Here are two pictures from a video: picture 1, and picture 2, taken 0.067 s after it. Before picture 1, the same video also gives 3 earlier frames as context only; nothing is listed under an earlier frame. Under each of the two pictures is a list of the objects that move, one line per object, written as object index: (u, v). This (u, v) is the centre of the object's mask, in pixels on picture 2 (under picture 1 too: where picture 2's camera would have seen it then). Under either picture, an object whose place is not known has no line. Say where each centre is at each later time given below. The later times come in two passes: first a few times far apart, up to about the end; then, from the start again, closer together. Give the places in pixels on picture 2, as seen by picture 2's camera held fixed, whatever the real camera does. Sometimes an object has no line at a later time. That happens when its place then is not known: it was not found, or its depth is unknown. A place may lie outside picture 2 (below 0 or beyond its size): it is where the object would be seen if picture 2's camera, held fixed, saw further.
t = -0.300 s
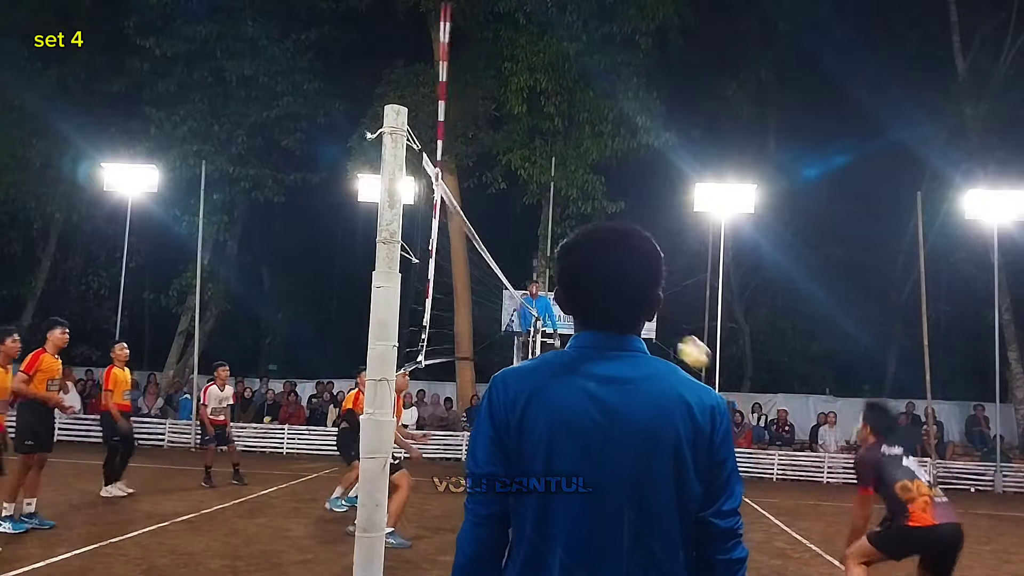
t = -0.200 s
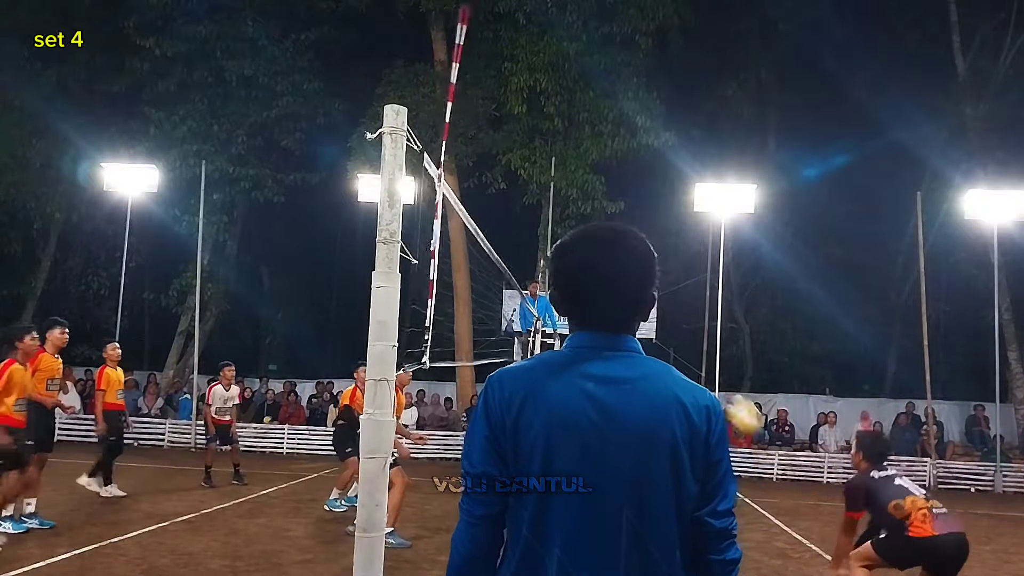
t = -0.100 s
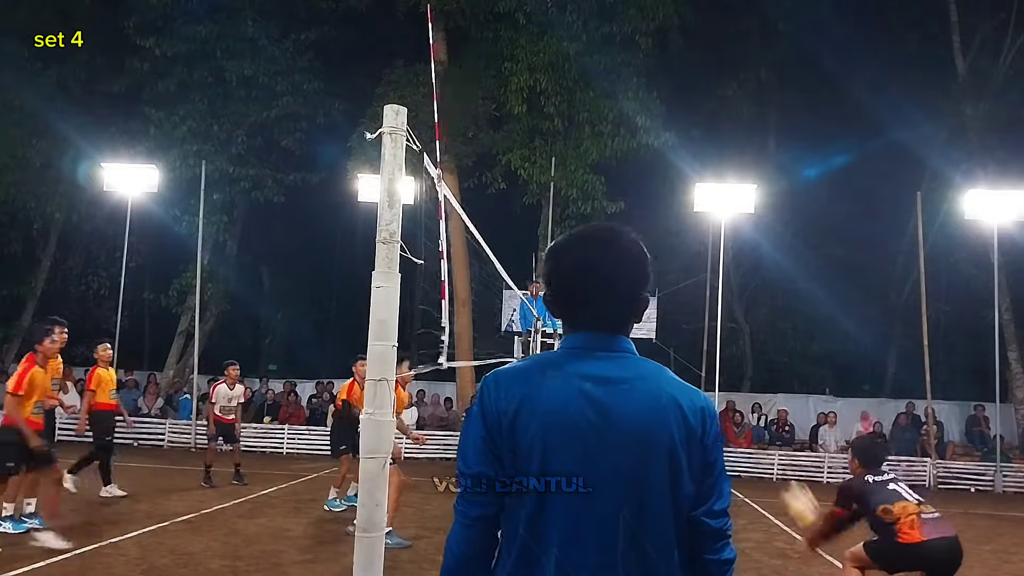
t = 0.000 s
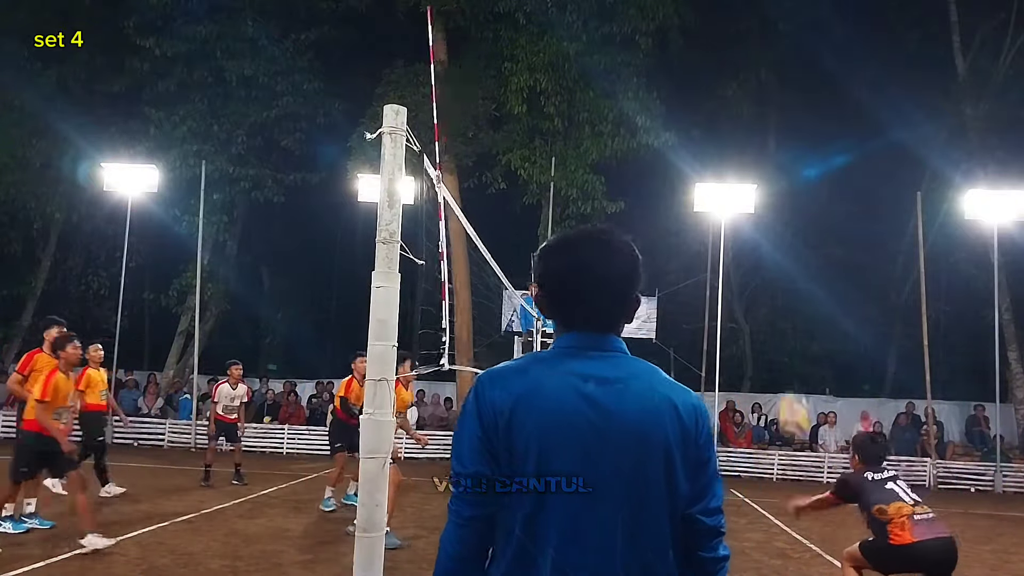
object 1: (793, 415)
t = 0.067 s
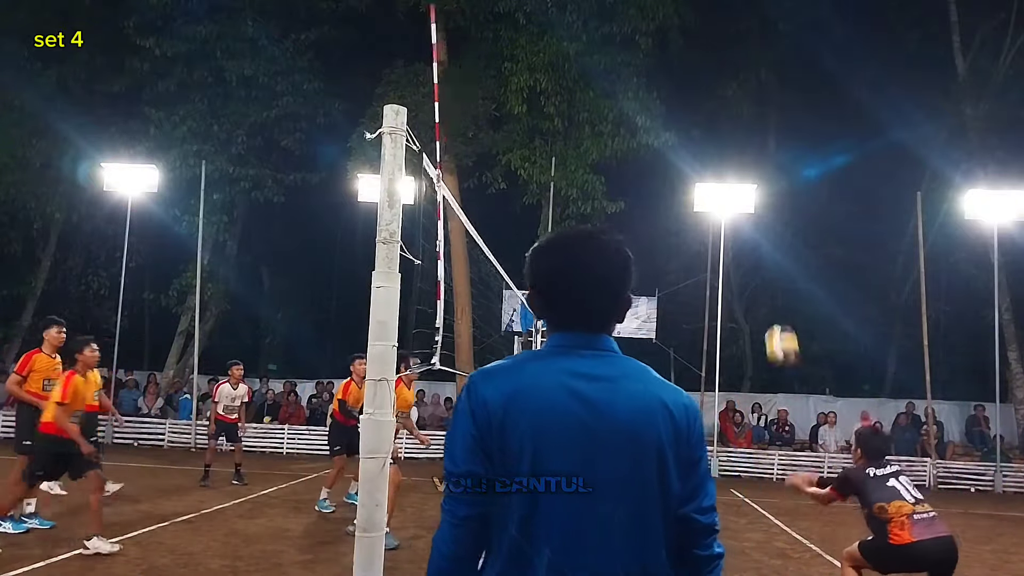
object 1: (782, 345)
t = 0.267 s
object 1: (760, 203)
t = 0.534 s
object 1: (720, 109)
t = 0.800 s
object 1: (689, 105)
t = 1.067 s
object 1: (659, 174)
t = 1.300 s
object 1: (632, 282)
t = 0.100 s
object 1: (777, 315)
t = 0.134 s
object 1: (772, 288)
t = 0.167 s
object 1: (767, 263)
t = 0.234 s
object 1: (762, 220)
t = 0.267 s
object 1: (760, 203)
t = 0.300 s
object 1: (752, 180)
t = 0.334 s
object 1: (745, 168)
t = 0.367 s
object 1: (741, 155)
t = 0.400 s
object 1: (736, 143)
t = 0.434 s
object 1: (733, 132)
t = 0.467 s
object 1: (728, 123)
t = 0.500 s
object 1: (724, 115)
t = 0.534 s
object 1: (720, 109)
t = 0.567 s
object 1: (716, 104)
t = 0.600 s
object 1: (712, 100)
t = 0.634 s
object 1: (708, 98)
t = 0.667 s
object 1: (704, 97)
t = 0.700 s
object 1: (700, 97)
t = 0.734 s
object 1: (697, 99)
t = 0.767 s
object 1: (693, 101)
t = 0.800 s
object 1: (689, 105)
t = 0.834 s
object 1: (685, 110)
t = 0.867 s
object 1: (681, 116)
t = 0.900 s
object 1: (677, 123)
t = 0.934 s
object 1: (674, 132)
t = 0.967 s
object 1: (670, 140)
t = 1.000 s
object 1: (666, 150)
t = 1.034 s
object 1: (662, 162)
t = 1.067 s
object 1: (659, 174)
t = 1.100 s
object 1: (655, 186)
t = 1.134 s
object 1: (651, 201)
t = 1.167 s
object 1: (647, 215)
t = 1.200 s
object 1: (643, 230)
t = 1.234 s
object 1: (640, 247)
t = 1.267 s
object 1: (636, 263)
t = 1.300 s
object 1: (632, 282)
